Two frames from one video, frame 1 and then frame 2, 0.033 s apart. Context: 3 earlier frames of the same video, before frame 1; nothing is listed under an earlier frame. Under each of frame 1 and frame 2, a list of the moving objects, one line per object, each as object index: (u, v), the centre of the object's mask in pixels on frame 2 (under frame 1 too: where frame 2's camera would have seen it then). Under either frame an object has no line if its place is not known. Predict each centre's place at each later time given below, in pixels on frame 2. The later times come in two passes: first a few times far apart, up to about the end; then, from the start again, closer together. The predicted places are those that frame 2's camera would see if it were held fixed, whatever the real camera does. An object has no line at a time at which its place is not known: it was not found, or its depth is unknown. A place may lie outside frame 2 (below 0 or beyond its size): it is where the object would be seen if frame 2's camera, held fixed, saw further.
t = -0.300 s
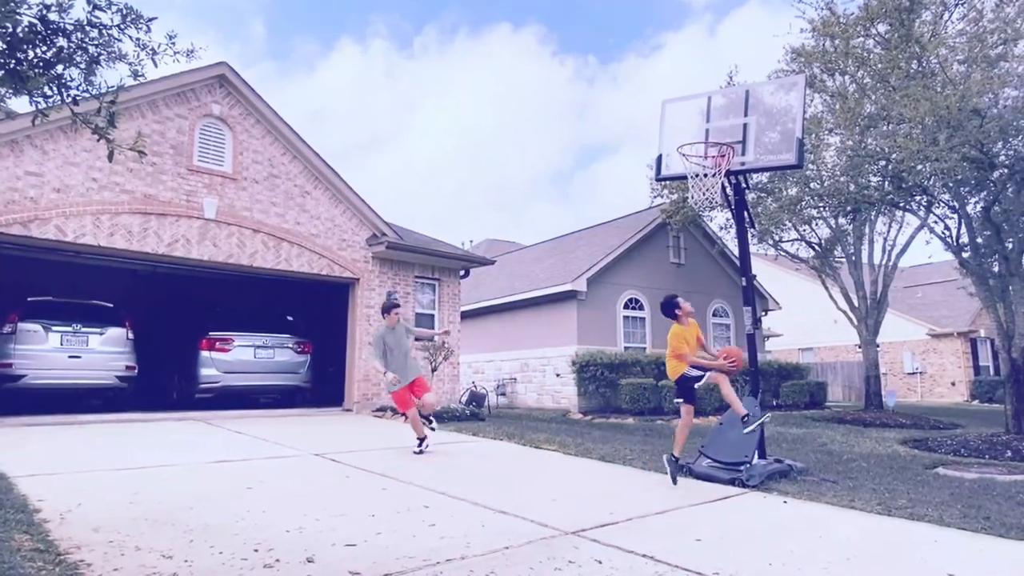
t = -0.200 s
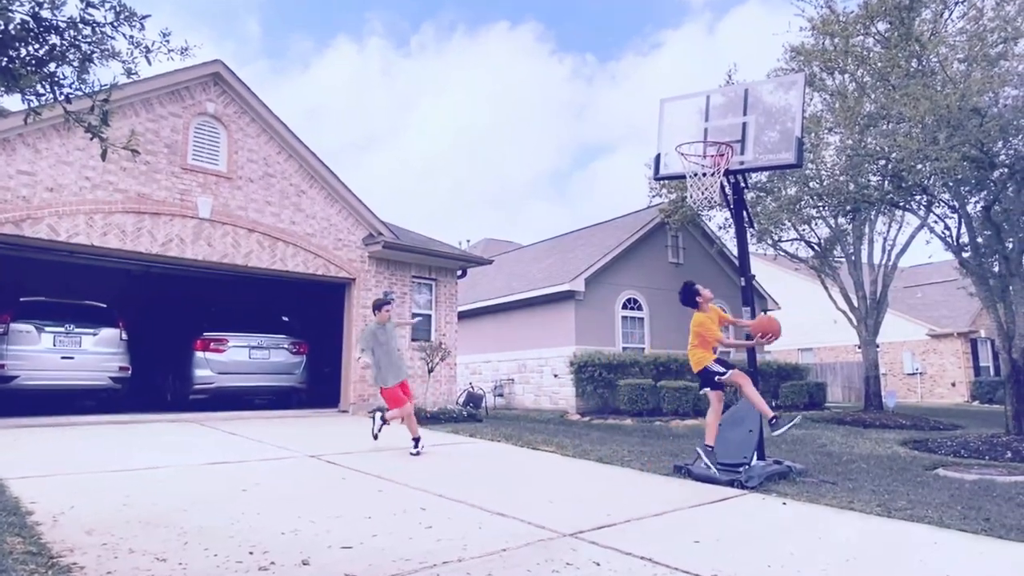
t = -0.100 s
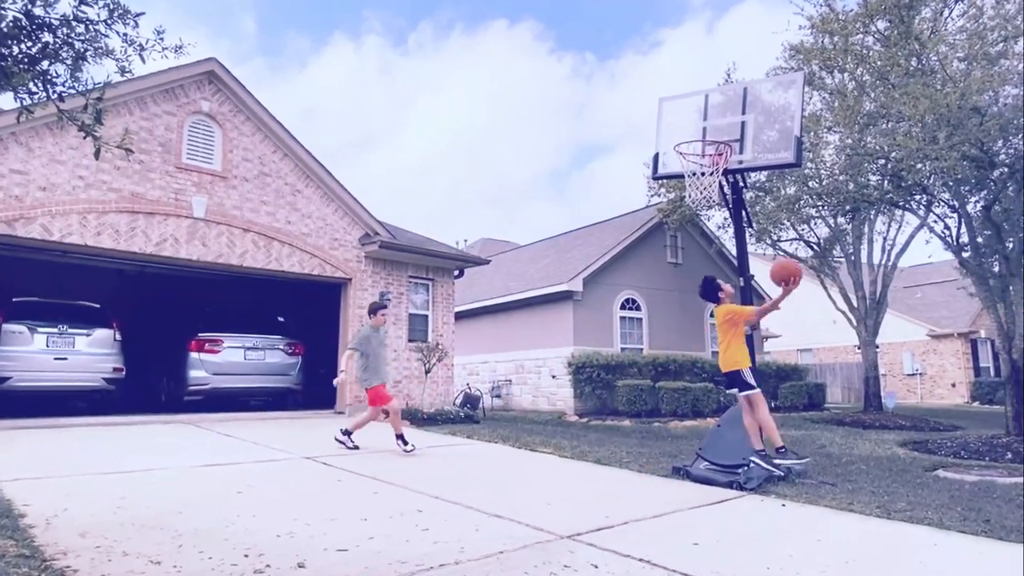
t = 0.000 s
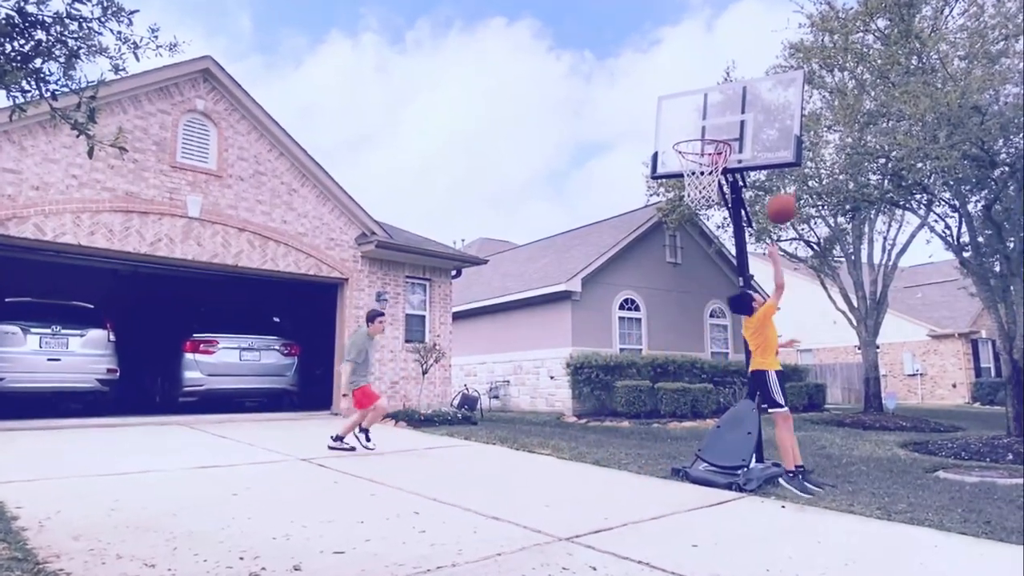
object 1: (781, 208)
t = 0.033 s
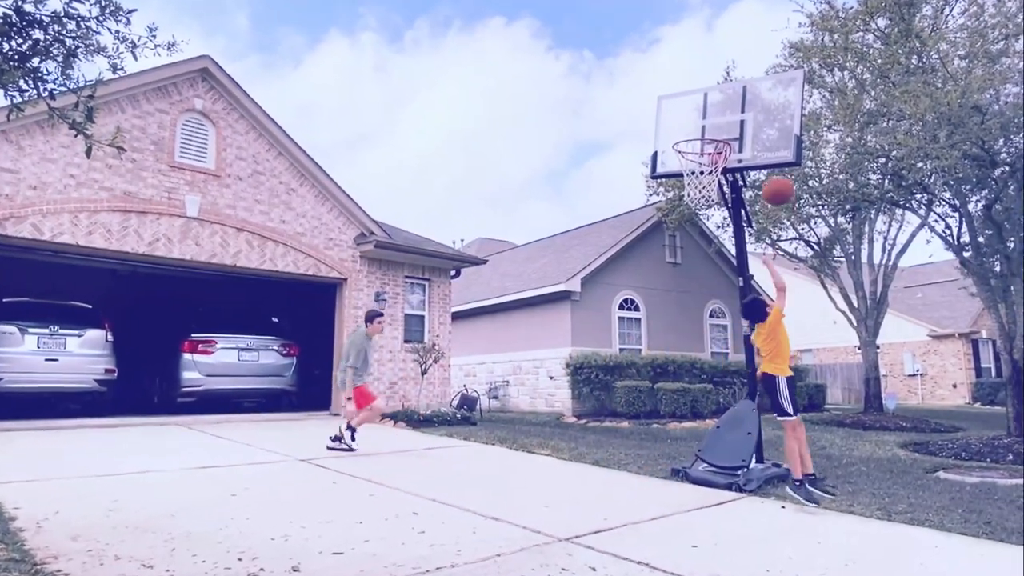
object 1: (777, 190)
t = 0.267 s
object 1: (752, 117)
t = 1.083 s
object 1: (694, 360)
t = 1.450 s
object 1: (720, 368)
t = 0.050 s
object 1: (777, 181)
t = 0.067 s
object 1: (775, 174)
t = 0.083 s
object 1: (772, 167)
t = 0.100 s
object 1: (771, 159)
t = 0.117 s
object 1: (769, 153)
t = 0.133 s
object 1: (767, 146)
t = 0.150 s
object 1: (766, 140)
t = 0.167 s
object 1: (765, 134)
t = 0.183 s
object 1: (764, 129)
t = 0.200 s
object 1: (762, 124)
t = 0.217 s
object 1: (759, 122)
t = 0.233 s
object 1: (757, 120)
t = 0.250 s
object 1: (755, 118)
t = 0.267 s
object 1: (752, 117)
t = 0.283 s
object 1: (750, 115)
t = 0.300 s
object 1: (747, 114)
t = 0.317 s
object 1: (745, 114)
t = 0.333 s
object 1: (743, 113)
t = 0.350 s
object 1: (740, 113)
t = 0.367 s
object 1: (738, 114)
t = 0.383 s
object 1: (736, 114)
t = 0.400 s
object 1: (734, 115)
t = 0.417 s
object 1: (732, 116)
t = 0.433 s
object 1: (730, 118)
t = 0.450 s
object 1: (727, 119)
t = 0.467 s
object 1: (725, 121)
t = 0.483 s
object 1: (723, 123)
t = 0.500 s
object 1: (721, 125)
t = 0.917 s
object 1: (696, 257)
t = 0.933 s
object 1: (696, 266)
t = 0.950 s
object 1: (695, 275)
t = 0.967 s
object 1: (695, 284)
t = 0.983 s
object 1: (694, 294)
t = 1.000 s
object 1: (694, 304)
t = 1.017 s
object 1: (693, 314)
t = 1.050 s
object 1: (694, 336)
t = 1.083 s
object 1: (694, 360)
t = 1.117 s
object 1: (693, 385)
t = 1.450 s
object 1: (720, 368)
